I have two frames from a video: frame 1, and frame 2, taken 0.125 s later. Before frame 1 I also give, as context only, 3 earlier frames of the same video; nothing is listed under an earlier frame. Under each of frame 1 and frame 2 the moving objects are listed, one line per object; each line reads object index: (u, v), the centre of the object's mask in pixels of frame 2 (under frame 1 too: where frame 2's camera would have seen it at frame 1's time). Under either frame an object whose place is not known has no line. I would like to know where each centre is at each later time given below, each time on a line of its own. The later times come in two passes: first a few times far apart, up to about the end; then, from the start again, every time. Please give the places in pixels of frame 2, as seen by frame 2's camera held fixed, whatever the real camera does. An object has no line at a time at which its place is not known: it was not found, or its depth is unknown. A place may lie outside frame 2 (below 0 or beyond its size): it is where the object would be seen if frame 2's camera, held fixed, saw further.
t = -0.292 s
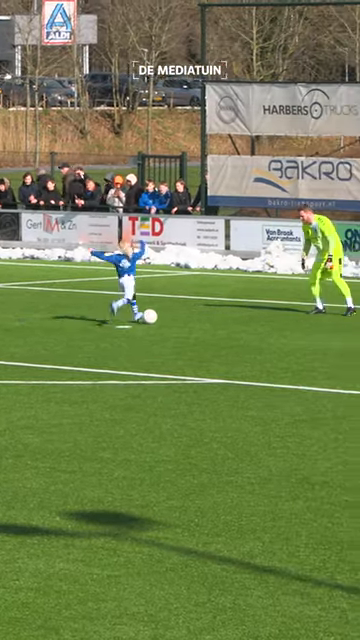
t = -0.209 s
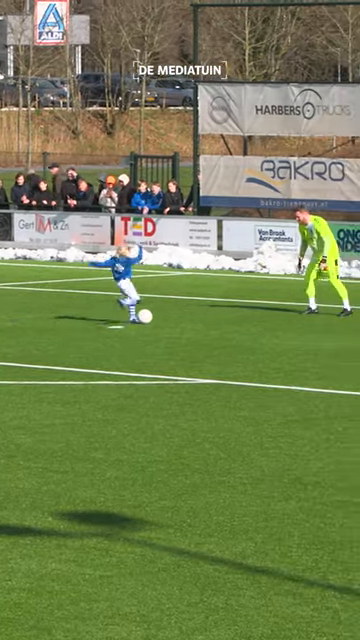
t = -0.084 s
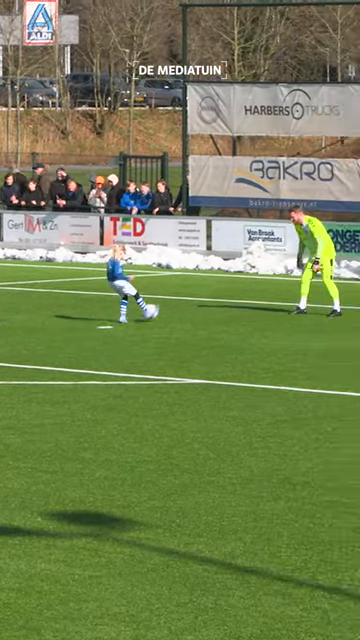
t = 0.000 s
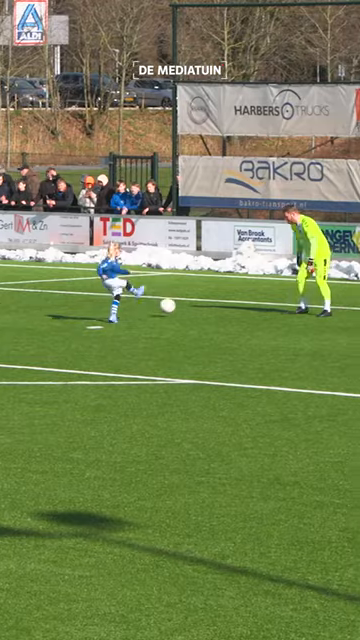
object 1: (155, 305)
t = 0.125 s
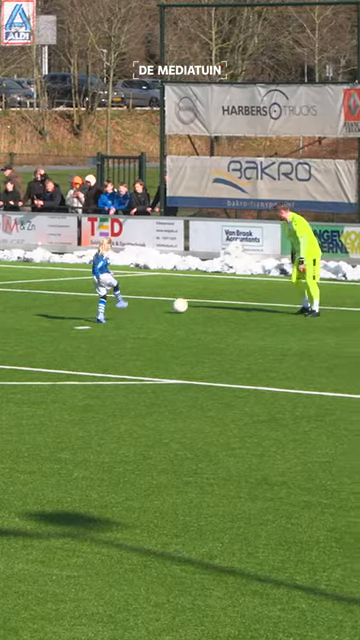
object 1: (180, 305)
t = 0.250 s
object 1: (200, 300)
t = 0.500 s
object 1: (237, 297)
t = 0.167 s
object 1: (187, 302)
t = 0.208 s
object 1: (194, 300)
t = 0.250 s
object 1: (200, 300)
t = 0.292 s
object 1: (207, 301)
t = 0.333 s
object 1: (213, 300)
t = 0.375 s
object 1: (219, 299)
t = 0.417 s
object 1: (225, 298)
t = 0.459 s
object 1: (231, 297)
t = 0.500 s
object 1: (237, 297)
